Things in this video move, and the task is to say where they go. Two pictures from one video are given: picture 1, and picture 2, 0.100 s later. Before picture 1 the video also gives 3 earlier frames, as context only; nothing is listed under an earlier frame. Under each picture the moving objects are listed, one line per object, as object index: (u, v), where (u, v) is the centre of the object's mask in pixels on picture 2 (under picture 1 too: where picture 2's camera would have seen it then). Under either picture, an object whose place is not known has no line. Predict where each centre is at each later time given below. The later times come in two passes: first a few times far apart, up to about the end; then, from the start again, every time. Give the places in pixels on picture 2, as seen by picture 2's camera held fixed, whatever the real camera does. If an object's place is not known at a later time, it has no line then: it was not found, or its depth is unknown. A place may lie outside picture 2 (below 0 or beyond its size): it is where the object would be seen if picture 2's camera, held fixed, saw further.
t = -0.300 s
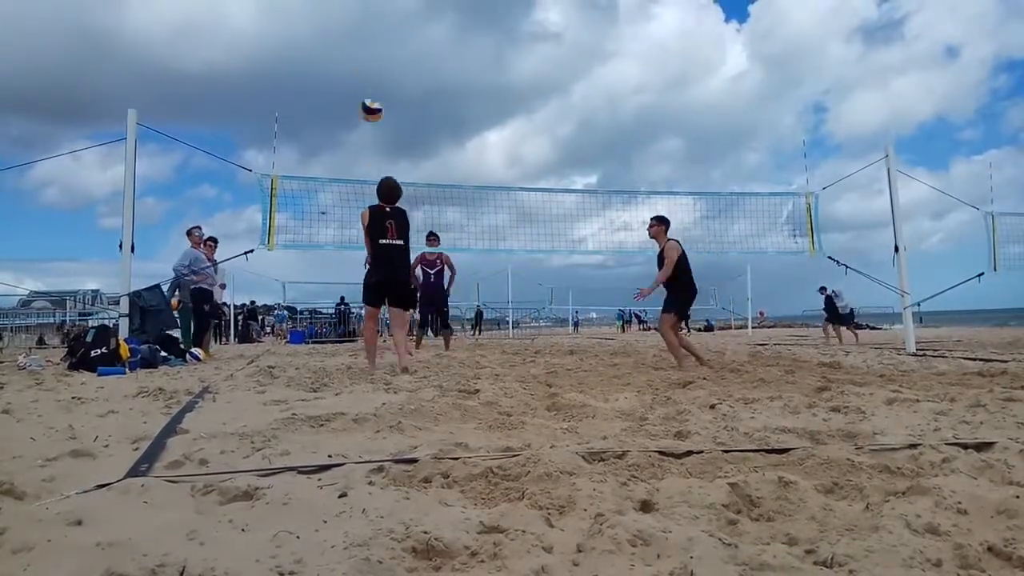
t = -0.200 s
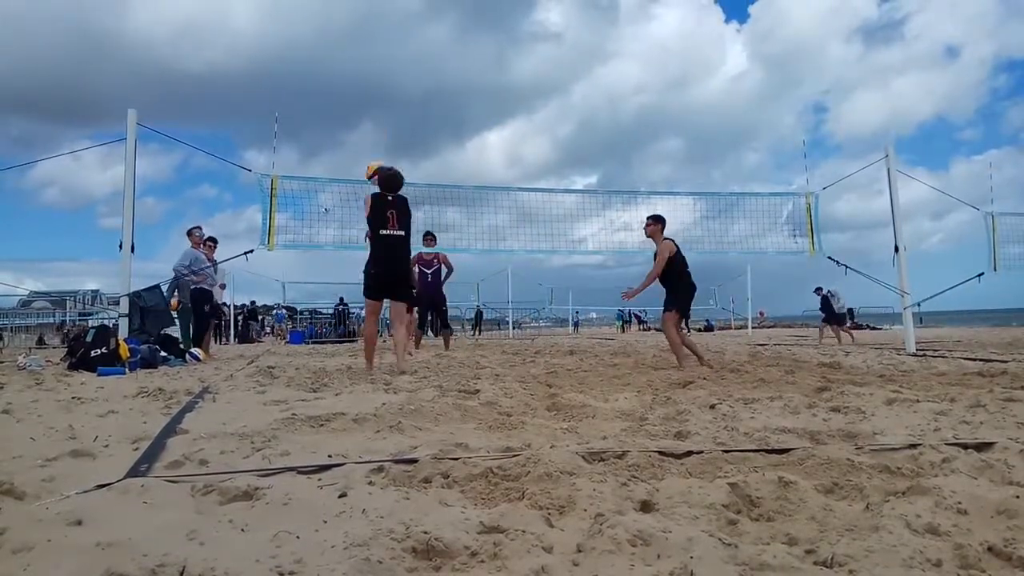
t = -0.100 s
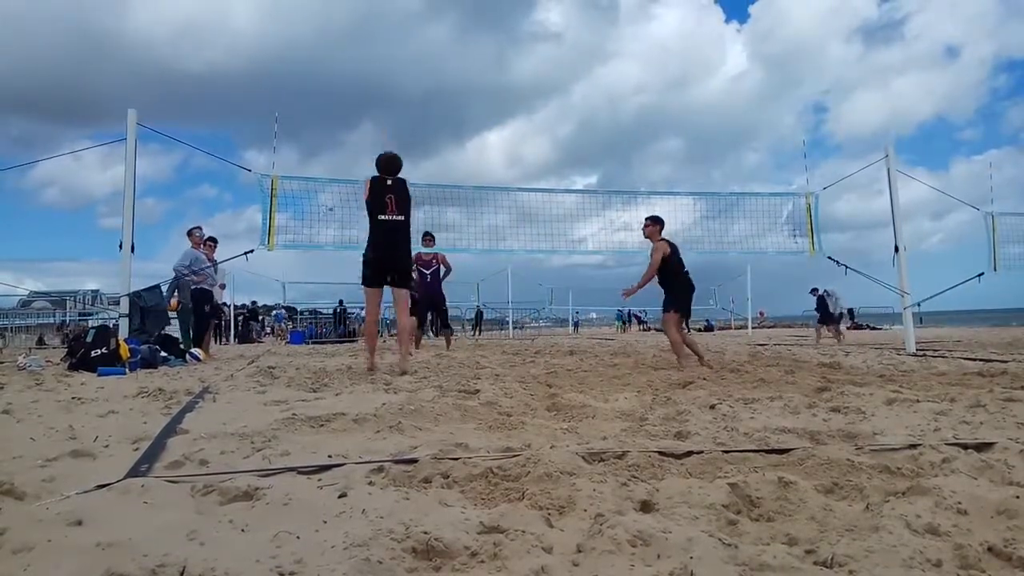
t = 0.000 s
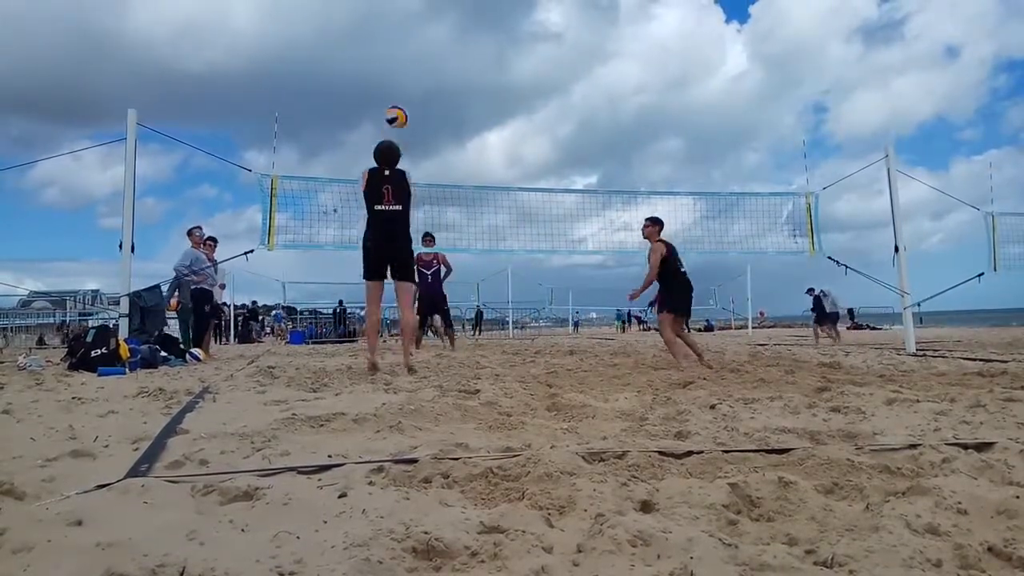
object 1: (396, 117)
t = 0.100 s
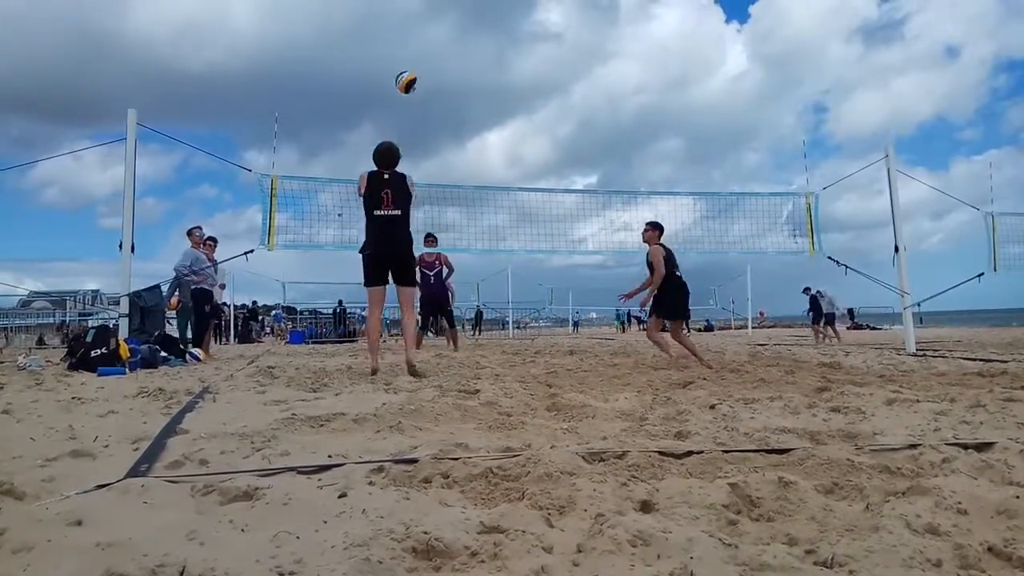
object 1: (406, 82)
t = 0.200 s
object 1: (415, 59)
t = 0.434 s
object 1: (438, 44)
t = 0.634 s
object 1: (457, 72)
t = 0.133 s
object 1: (409, 73)
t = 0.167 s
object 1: (412, 64)
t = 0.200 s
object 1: (415, 59)
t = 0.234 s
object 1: (419, 53)
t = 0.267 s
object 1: (422, 49)
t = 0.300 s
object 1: (425, 47)
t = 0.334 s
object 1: (428, 45)
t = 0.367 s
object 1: (431, 43)
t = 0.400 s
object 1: (435, 43)
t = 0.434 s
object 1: (438, 44)
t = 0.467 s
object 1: (441, 46)
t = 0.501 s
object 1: (445, 49)
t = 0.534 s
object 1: (448, 54)
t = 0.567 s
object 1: (451, 59)
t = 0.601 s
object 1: (455, 65)
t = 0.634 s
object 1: (457, 72)
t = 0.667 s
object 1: (460, 79)
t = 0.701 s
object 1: (463, 87)
